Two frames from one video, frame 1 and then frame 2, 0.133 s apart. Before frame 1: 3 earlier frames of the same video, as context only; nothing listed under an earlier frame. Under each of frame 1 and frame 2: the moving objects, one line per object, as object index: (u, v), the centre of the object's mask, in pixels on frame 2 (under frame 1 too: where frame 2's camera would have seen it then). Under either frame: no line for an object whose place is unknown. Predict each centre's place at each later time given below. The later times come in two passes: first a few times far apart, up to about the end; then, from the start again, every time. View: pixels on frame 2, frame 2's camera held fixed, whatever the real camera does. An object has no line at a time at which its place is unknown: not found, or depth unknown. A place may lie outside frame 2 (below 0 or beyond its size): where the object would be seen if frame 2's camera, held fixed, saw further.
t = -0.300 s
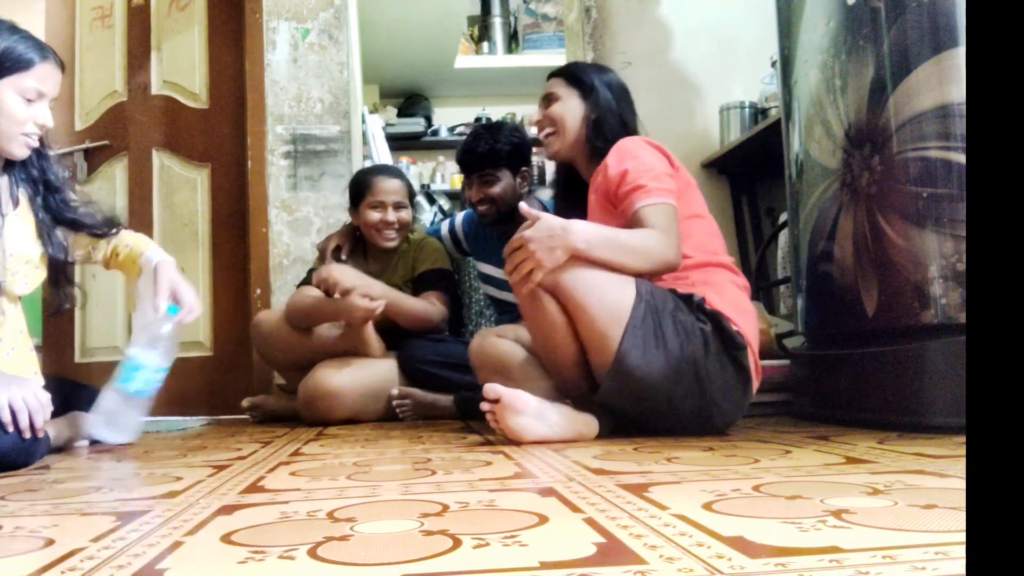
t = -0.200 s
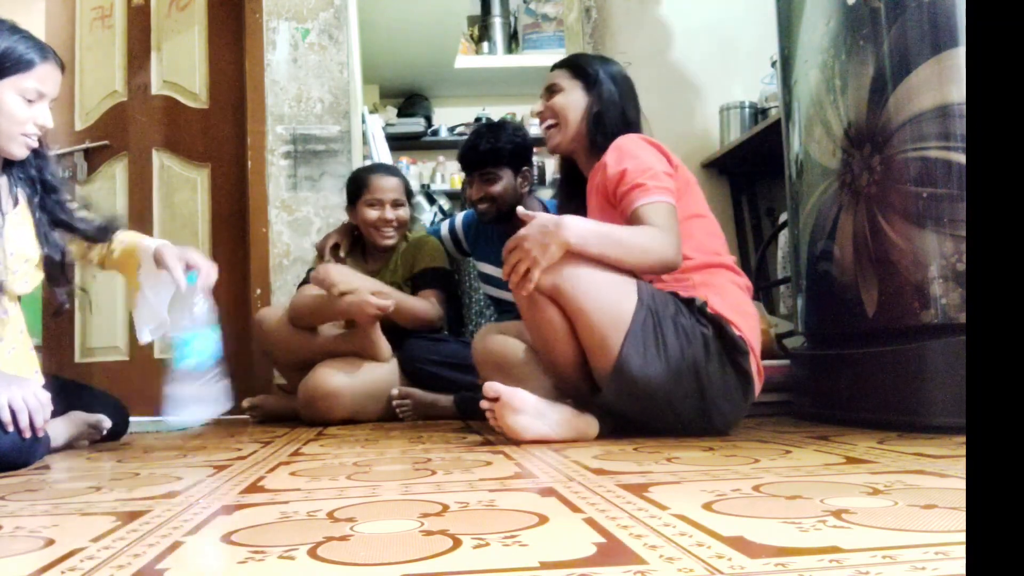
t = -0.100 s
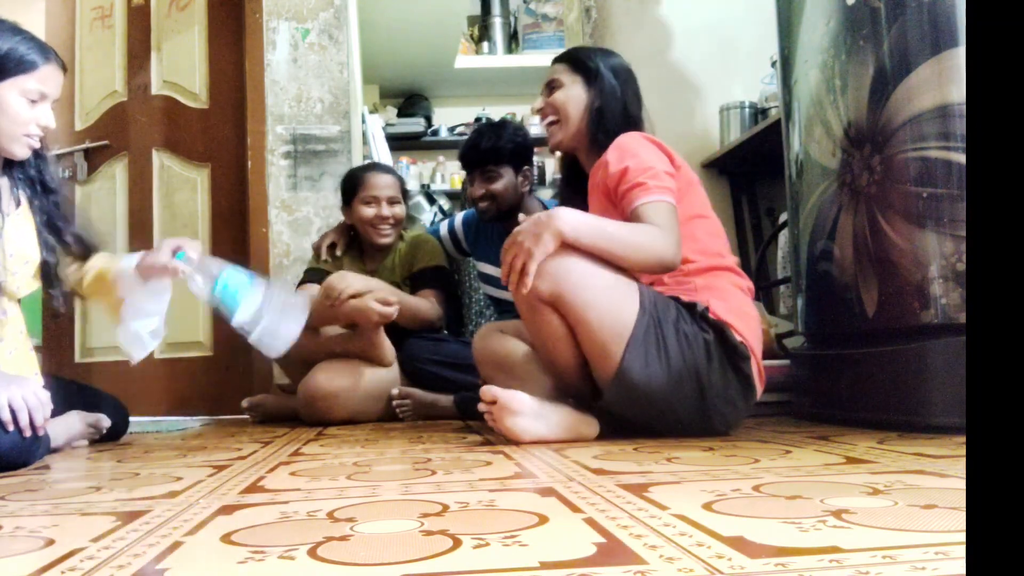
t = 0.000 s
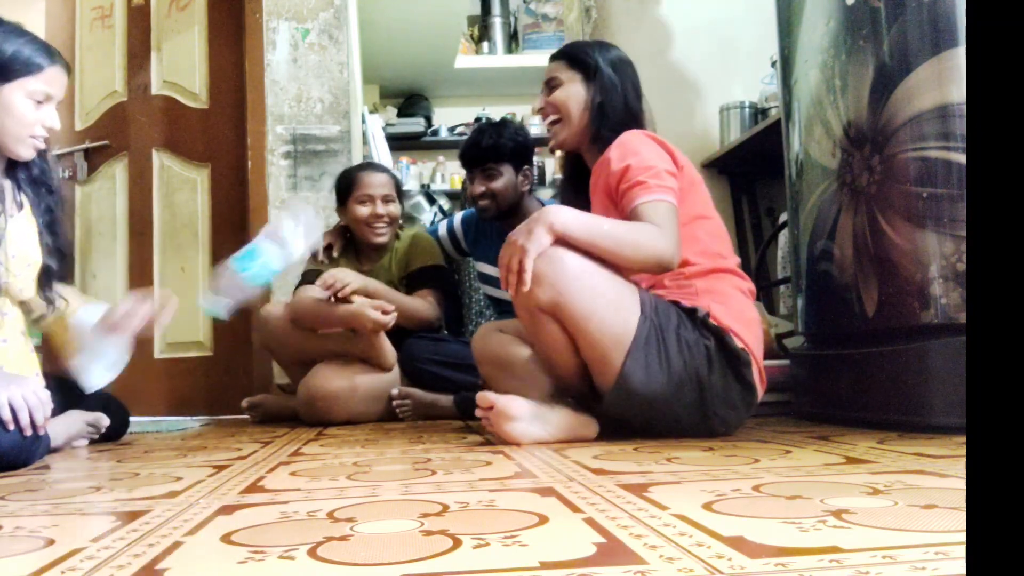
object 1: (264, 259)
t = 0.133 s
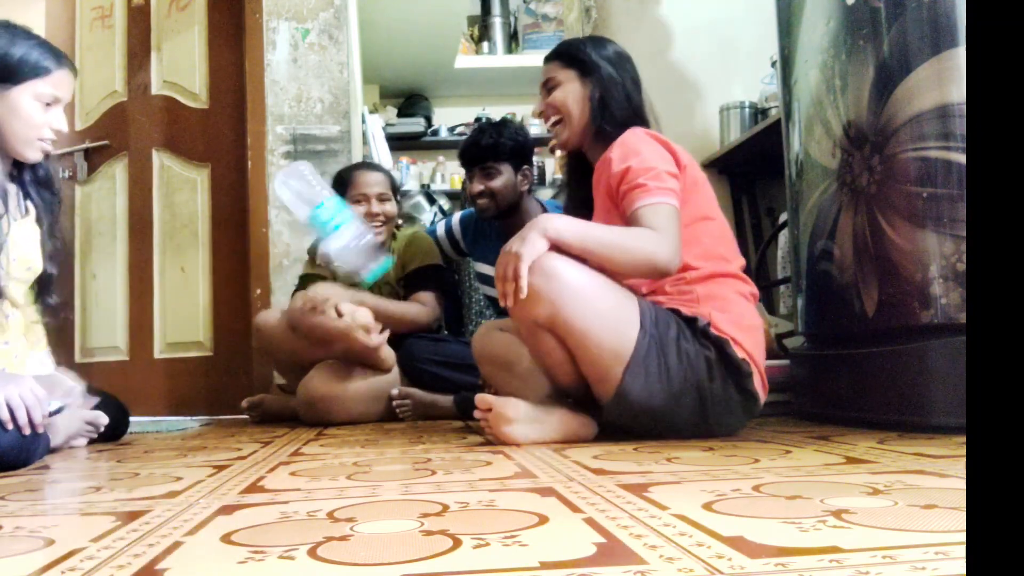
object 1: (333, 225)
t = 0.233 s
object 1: (343, 225)
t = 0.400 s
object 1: (362, 381)
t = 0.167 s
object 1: (341, 216)
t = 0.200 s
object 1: (340, 217)
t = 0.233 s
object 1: (343, 225)
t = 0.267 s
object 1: (345, 244)
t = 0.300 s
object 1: (348, 269)
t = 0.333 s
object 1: (350, 303)
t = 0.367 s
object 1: (352, 349)
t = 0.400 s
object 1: (362, 381)
